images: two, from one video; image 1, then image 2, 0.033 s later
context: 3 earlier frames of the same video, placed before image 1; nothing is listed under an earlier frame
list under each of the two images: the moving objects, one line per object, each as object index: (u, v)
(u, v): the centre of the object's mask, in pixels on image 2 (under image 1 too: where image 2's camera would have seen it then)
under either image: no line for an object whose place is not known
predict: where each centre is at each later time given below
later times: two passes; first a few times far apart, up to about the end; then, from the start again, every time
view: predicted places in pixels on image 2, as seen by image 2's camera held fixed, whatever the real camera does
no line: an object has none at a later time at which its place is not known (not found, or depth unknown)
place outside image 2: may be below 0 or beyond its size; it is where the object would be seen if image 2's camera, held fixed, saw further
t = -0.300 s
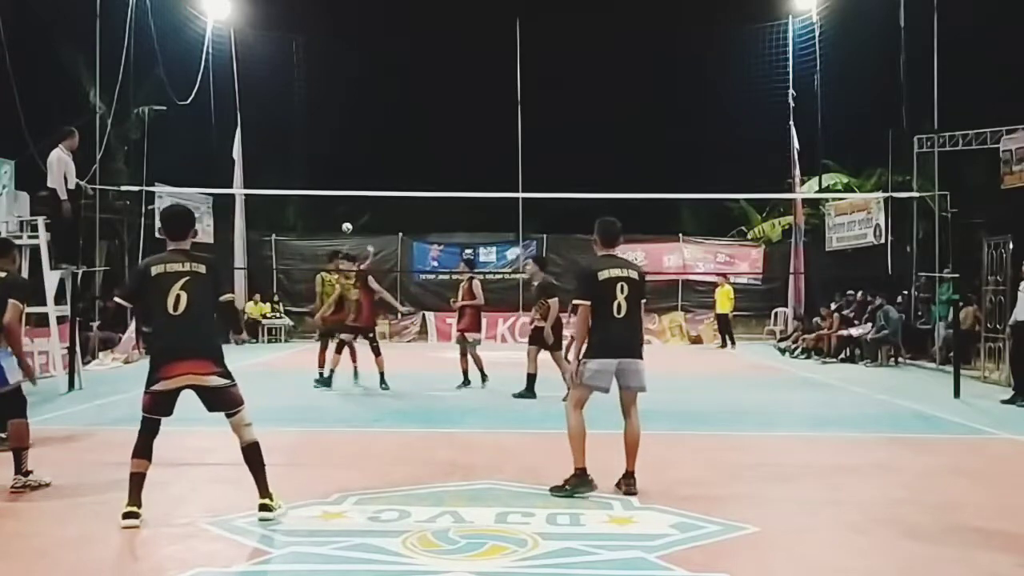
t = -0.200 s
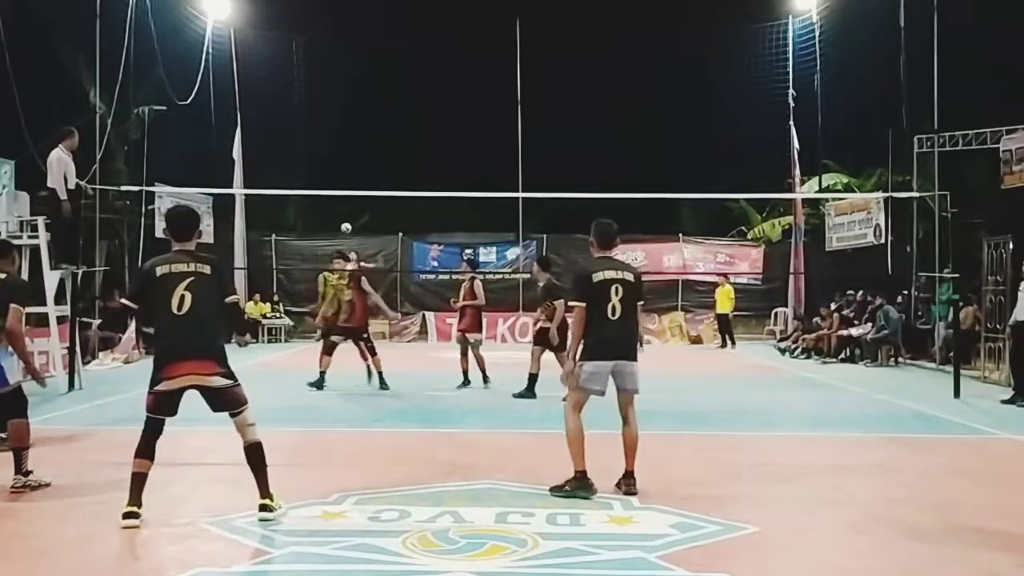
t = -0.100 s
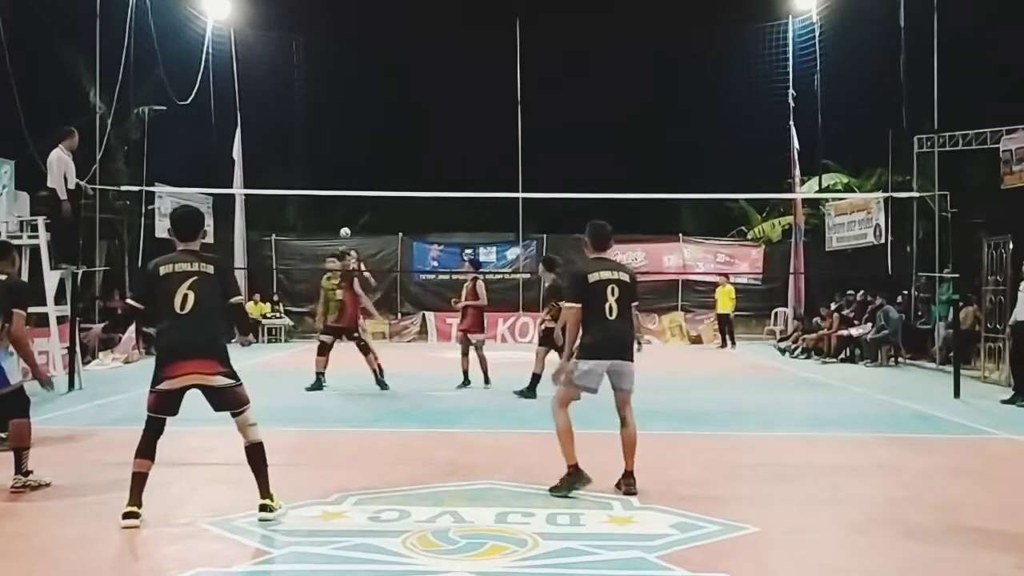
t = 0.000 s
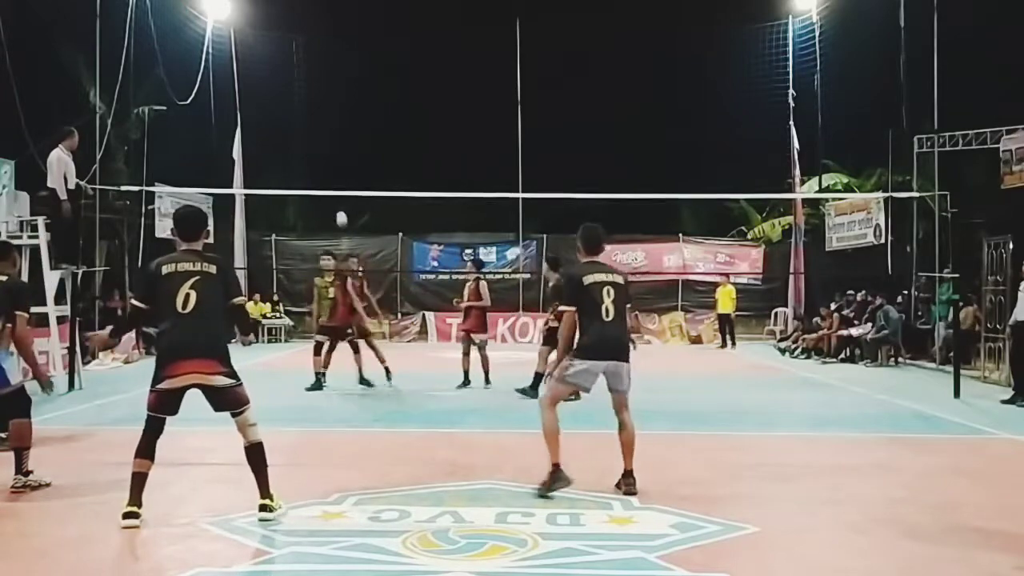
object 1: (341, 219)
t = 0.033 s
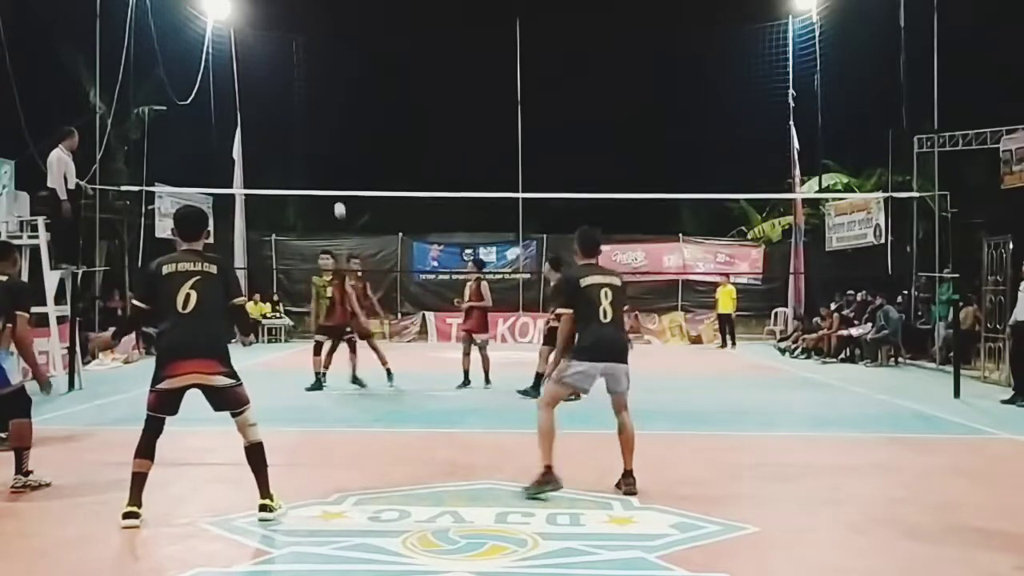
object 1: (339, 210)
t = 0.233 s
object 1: (322, 158)
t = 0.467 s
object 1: (290, 100)
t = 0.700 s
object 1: (244, 53)
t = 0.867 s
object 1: (190, 38)
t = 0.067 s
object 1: (337, 202)
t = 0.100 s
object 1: (335, 192)
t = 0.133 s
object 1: (332, 183)
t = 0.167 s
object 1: (329, 175)
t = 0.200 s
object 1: (326, 166)
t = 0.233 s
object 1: (322, 158)
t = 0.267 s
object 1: (318, 149)
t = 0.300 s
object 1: (314, 140)
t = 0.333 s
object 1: (309, 132)
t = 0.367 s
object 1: (304, 124)
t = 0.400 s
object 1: (300, 116)
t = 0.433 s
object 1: (295, 108)
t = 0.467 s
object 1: (290, 100)
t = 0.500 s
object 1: (285, 92)
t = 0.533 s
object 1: (279, 85)
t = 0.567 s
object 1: (273, 78)
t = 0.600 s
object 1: (267, 71)
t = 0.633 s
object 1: (260, 64)
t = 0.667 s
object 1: (253, 59)
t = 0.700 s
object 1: (244, 53)
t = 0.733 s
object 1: (235, 49)
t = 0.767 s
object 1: (226, 45)
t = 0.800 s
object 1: (215, 41)
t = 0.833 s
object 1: (202, 39)
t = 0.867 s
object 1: (190, 38)
